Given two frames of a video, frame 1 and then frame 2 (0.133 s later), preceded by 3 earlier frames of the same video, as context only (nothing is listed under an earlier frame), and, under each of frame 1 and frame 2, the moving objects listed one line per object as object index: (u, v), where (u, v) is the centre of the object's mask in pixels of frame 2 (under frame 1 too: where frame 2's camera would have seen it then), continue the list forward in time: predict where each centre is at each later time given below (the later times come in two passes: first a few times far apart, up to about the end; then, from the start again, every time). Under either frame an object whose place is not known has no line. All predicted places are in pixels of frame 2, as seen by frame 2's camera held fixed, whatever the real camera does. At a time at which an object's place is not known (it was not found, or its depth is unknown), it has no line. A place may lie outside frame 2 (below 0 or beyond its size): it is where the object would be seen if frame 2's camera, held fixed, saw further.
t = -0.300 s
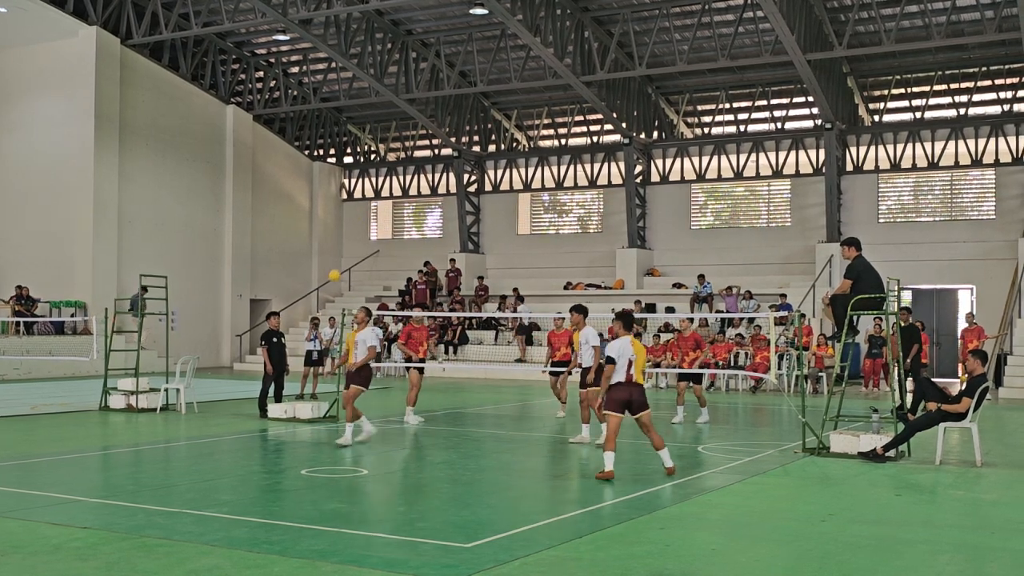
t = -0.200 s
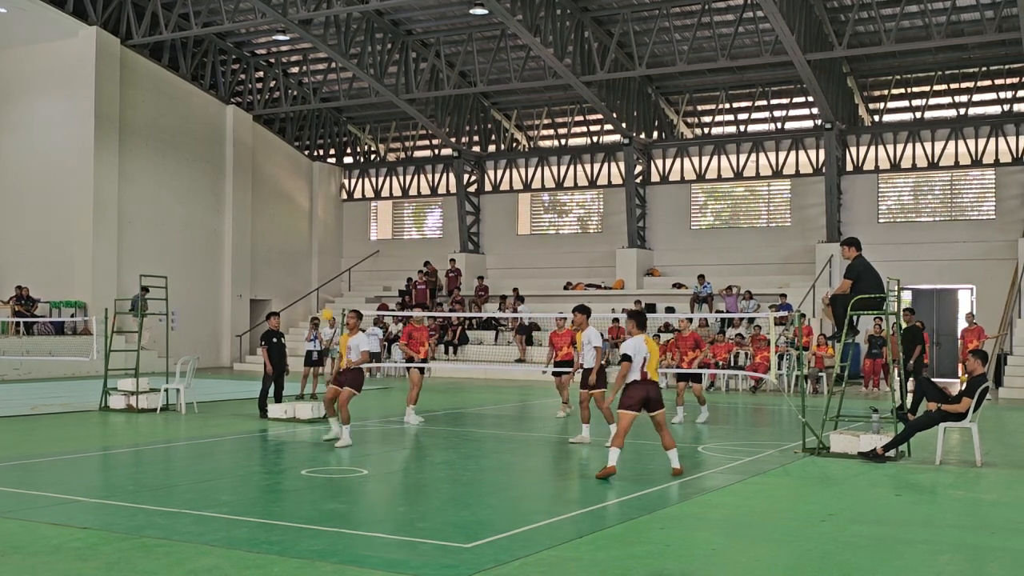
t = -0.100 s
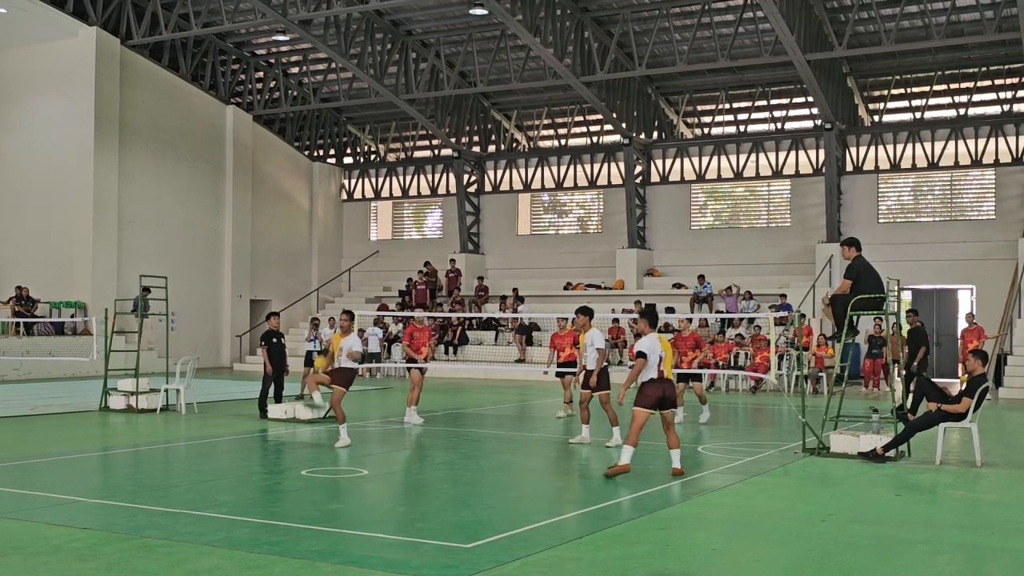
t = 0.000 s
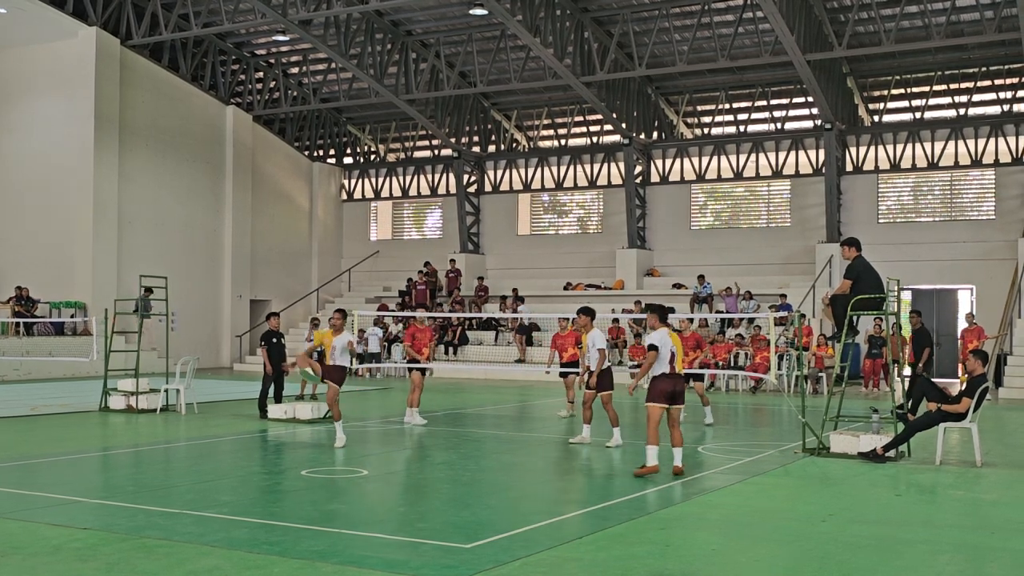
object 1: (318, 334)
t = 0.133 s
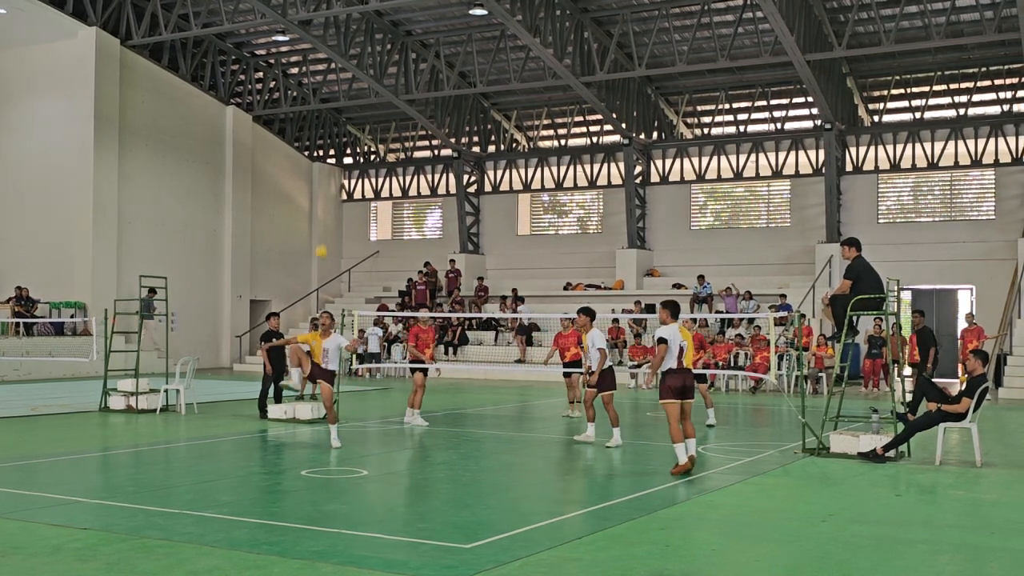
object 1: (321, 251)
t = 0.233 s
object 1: (323, 198)
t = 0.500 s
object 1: (329, 102)
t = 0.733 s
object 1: (333, 68)
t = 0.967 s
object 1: (337, 82)
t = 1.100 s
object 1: (339, 112)
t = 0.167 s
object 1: (322, 234)
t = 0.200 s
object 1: (322, 216)
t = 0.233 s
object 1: (323, 198)
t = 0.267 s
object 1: (324, 184)
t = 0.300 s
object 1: (325, 169)
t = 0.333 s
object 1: (325, 155)
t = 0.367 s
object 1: (326, 143)
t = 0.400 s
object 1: (327, 132)
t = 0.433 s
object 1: (327, 121)
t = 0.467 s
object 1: (328, 111)
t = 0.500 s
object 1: (329, 102)
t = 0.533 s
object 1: (329, 94)
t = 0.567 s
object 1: (330, 88)
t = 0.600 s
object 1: (331, 82)
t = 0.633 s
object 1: (332, 77)
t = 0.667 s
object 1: (332, 72)
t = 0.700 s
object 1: (333, 69)
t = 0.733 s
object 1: (333, 68)
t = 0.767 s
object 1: (334, 67)
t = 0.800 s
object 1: (334, 67)
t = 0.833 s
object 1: (335, 67)
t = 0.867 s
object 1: (336, 69)
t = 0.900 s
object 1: (336, 71)
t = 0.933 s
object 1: (337, 76)
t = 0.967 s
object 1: (337, 82)
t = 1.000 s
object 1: (338, 87)
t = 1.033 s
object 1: (338, 94)
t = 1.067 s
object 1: (339, 103)
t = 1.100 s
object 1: (339, 112)
